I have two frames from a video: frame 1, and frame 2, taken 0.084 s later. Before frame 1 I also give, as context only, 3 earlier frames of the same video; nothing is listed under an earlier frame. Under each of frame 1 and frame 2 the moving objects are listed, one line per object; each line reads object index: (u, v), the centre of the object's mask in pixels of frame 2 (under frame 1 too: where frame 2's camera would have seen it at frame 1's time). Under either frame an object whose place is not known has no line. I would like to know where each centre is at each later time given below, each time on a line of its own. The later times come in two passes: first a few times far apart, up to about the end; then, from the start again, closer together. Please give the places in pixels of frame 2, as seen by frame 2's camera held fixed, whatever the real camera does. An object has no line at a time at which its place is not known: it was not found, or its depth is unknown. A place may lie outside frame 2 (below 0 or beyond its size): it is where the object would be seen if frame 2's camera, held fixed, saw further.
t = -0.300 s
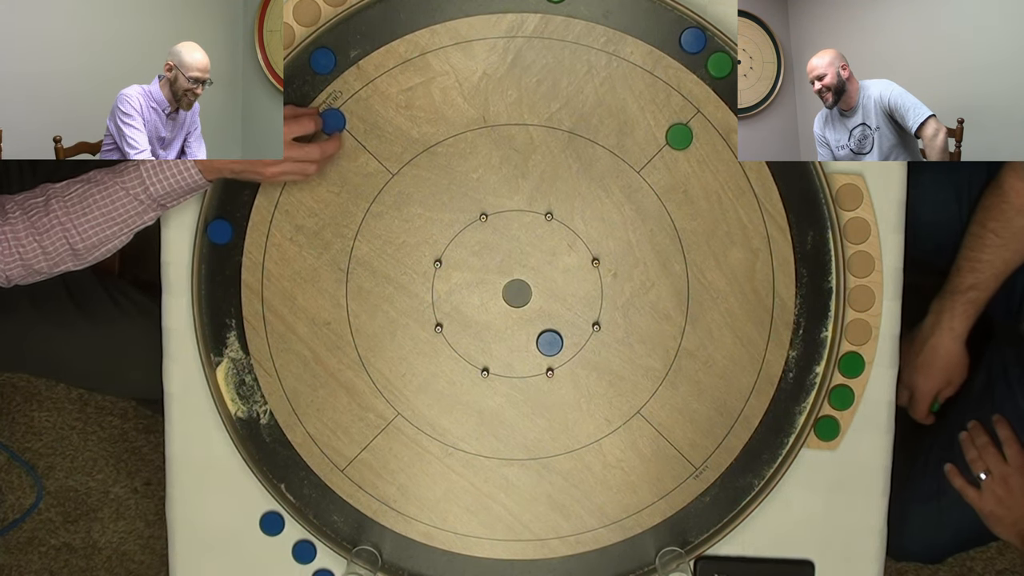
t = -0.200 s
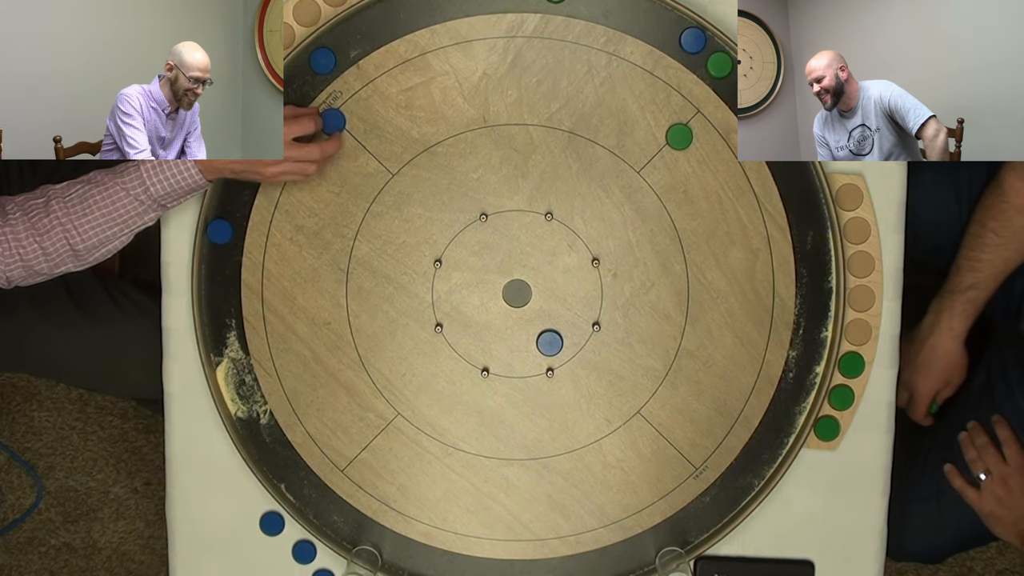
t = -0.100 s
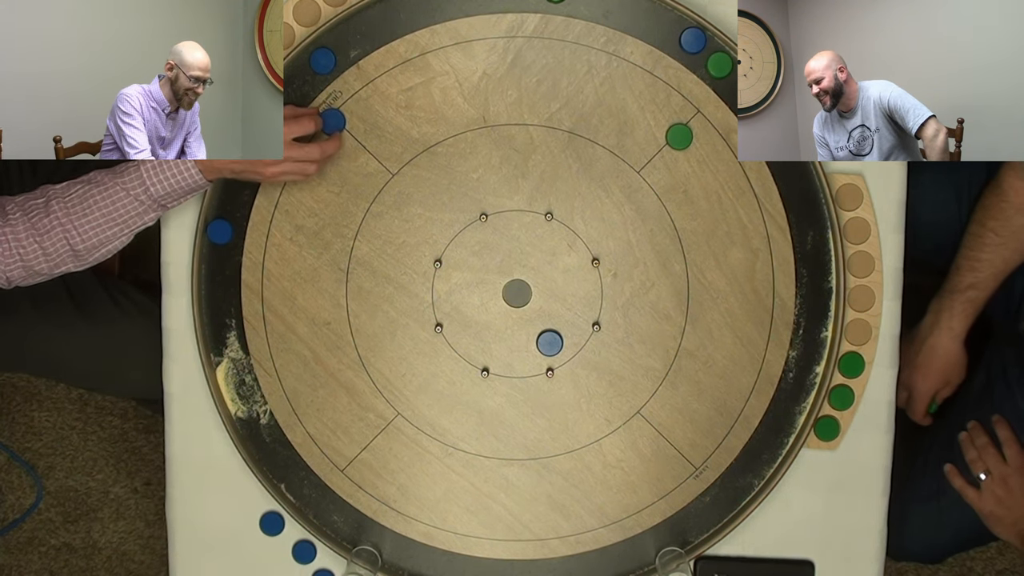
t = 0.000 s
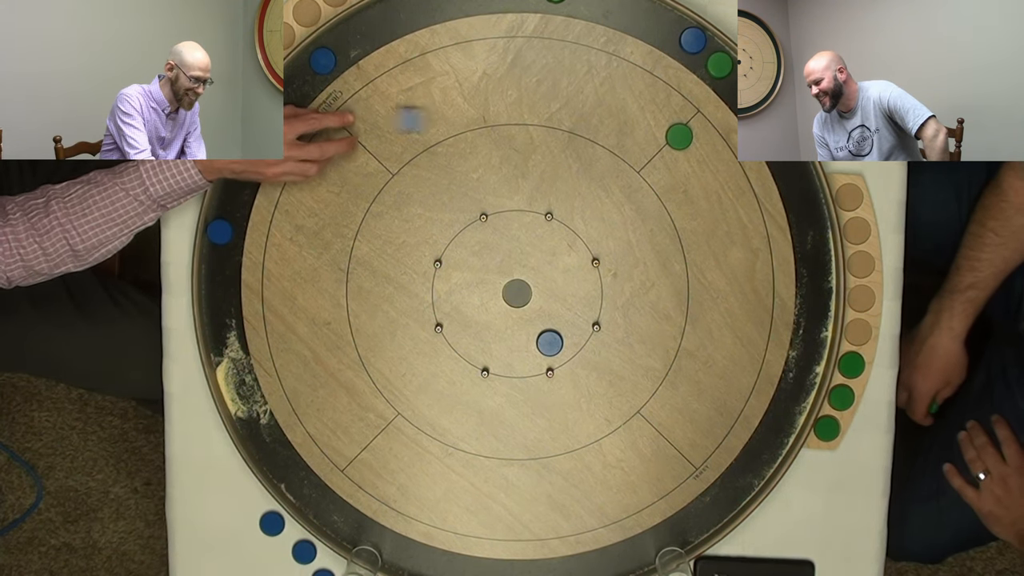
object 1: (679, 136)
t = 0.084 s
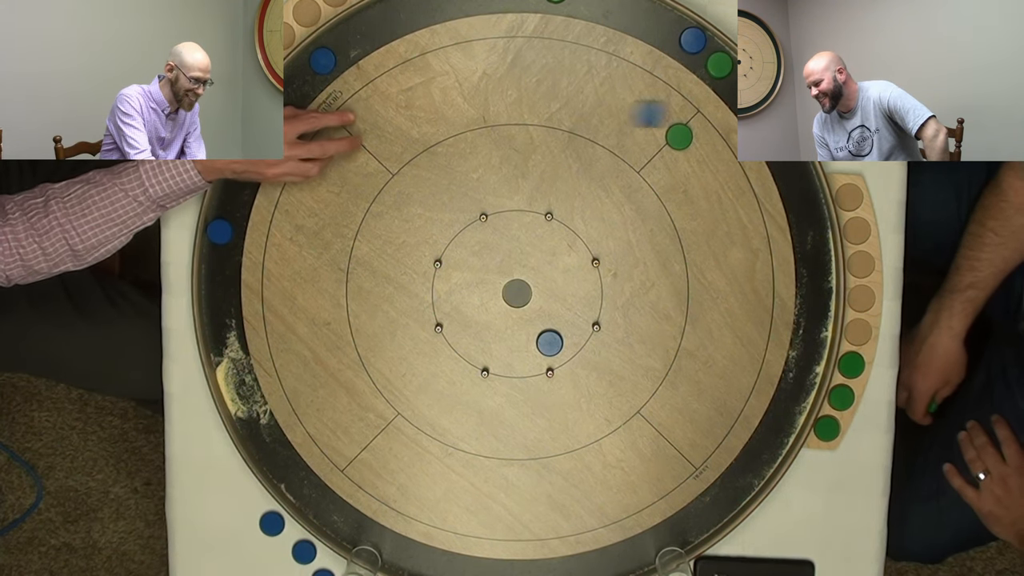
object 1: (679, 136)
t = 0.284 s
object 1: (811, 334)
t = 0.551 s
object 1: (775, 446)
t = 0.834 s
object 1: (734, 478)
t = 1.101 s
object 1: (733, 479)
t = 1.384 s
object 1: (733, 479)
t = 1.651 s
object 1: (733, 479)
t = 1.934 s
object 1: (733, 479)
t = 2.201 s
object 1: (733, 479)
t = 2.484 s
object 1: (733, 479)
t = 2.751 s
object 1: (733, 479)
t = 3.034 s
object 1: (733, 479)
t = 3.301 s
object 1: (733, 479)
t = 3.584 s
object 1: (733, 479)
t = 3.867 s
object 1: (733, 479)
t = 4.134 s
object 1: (733, 479)
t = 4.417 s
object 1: (733, 479)
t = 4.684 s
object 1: (733, 479)
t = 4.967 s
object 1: (733, 479)
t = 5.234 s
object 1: (733, 479)
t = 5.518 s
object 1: (733, 479)
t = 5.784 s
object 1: (733, 479)
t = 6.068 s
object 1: (733, 479)
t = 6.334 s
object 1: (733, 479)
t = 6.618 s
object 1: (733, 479)
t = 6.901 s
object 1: (733, 479)
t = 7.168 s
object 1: (733, 479)
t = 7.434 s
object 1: (733, 479)
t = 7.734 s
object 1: (733, 479)
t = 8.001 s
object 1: (733, 479)
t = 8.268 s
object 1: (733, 479)
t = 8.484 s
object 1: (733, 479)
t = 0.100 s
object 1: (691, 150)
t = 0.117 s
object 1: (705, 168)
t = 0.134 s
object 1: (720, 187)
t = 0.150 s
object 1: (734, 205)
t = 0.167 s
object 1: (748, 223)
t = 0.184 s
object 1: (762, 241)
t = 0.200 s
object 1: (776, 258)
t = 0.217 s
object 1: (788, 275)
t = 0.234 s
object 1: (801, 292)
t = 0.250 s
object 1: (813, 308)
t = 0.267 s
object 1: (819, 322)
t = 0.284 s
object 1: (811, 334)
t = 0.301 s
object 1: (803, 346)
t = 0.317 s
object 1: (803, 357)
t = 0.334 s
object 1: (805, 367)
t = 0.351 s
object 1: (807, 378)
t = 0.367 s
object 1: (803, 384)
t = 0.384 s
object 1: (797, 391)
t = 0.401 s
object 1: (791, 396)
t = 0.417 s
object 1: (785, 402)
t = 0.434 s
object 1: (781, 408)
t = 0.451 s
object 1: (780, 413)
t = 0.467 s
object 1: (780, 419)
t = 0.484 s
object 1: (779, 425)
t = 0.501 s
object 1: (778, 430)
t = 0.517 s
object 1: (777, 436)
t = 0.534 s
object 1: (776, 441)
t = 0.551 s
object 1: (775, 446)
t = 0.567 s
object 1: (772, 450)
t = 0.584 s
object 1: (768, 452)
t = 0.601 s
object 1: (765, 455)
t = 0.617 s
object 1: (761, 458)
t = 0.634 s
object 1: (758, 461)
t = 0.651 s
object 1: (755, 463)
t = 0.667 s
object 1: (752, 465)
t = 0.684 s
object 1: (749, 467)
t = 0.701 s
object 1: (747, 469)
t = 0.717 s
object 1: (744, 471)
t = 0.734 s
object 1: (742, 473)
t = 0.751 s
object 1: (740, 474)
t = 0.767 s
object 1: (738, 475)
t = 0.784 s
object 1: (737, 476)
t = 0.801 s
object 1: (736, 477)
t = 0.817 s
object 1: (735, 478)
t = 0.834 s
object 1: (734, 478)
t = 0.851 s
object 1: (733, 479)
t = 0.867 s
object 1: (733, 479)
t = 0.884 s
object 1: (733, 479)
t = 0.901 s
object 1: (733, 479)
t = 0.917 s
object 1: (733, 479)
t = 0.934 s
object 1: (733, 479)
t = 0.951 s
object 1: (733, 479)
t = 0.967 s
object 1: (733, 479)
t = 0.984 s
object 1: (733, 479)
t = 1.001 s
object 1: (733, 479)
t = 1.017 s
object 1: (733, 479)
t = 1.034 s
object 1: (733, 479)
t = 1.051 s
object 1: (733, 479)
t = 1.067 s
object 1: (733, 479)
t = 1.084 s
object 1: (733, 479)
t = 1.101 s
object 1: (733, 479)
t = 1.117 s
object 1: (733, 479)
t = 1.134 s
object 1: (733, 479)
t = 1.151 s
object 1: (733, 479)
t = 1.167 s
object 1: (733, 479)
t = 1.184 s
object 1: (733, 479)
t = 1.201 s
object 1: (733, 479)
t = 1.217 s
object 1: (733, 479)
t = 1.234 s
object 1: (733, 479)
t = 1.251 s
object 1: (733, 479)
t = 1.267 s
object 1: (733, 479)
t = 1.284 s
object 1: (733, 479)
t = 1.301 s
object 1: (733, 479)
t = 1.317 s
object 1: (733, 479)
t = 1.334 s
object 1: (733, 479)
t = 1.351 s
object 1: (733, 479)
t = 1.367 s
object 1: (733, 479)
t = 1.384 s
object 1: (733, 479)
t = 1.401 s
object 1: (733, 479)
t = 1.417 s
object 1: (733, 479)
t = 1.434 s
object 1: (733, 479)
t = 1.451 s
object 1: (733, 479)
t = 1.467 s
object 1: (733, 479)
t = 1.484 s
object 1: (733, 479)
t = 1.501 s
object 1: (733, 479)
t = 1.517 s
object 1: (733, 479)
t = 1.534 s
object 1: (733, 479)
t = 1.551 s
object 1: (733, 479)
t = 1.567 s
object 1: (733, 479)
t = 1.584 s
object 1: (733, 479)
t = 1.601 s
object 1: (733, 479)
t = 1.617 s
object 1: (733, 479)
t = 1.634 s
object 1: (733, 479)
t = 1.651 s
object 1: (733, 479)
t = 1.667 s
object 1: (733, 479)
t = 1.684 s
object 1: (733, 479)
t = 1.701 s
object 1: (733, 479)
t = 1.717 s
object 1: (733, 479)
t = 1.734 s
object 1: (733, 479)
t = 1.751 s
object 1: (733, 479)
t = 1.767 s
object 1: (733, 479)
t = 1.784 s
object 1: (733, 479)
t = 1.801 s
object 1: (733, 479)
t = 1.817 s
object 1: (733, 479)
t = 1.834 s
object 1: (733, 479)
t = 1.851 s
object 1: (733, 479)
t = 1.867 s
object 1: (733, 479)
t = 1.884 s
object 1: (733, 479)
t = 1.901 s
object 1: (733, 479)
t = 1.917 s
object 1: (733, 479)
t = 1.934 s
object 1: (733, 479)
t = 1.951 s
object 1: (733, 479)
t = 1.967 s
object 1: (733, 479)
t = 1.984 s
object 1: (733, 479)
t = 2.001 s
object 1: (733, 479)
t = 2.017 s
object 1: (733, 479)
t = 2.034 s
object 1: (733, 479)
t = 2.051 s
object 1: (733, 479)
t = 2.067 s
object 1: (733, 479)
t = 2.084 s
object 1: (733, 479)
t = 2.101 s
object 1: (733, 479)
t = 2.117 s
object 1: (733, 479)
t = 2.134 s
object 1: (733, 479)
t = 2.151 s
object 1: (733, 479)
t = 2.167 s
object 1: (733, 479)
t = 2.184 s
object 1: (733, 479)
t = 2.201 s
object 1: (733, 479)
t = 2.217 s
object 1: (733, 479)
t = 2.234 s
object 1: (733, 479)
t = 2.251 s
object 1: (733, 479)
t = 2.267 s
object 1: (733, 479)
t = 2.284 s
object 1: (733, 479)
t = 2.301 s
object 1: (733, 479)
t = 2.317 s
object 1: (733, 479)
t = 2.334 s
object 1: (733, 479)
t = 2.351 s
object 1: (733, 479)
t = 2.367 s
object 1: (733, 479)
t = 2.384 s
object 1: (733, 479)
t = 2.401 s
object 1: (733, 479)
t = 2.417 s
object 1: (733, 479)
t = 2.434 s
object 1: (733, 479)
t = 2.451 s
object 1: (733, 479)
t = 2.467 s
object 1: (733, 479)
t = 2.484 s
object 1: (733, 479)
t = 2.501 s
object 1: (733, 479)
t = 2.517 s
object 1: (733, 479)
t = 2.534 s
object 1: (733, 479)
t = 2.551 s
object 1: (733, 479)
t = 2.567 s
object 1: (733, 479)
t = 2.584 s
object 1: (733, 479)
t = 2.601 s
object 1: (733, 479)
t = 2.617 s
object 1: (733, 479)
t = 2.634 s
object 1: (733, 479)
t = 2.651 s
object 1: (733, 479)
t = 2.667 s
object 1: (733, 479)
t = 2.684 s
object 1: (733, 479)
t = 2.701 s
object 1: (733, 479)
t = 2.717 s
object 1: (733, 479)
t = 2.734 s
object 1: (733, 479)
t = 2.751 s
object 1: (733, 479)
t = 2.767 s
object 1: (733, 479)
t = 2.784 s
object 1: (733, 479)
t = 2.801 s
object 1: (733, 479)
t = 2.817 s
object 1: (733, 479)
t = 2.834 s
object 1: (733, 479)
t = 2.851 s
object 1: (733, 479)
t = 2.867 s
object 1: (733, 479)
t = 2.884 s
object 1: (733, 479)
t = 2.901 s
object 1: (733, 479)
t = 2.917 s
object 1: (733, 479)
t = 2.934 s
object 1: (733, 479)
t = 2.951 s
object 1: (733, 479)
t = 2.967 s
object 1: (733, 479)
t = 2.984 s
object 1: (733, 479)
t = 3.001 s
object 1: (733, 479)
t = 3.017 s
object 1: (733, 479)
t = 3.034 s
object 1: (733, 479)
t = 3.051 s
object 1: (733, 479)
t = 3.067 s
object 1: (733, 479)
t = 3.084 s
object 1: (733, 479)
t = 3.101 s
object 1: (733, 479)
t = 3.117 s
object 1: (733, 479)
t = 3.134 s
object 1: (733, 479)
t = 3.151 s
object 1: (733, 479)
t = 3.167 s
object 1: (733, 479)
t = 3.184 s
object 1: (733, 479)
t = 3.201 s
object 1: (733, 479)
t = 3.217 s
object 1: (733, 479)
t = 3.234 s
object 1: (733, 479)
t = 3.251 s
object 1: (733, 479)
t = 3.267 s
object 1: (733, 479)
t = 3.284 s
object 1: (733, 479)
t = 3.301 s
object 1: (733, 479)
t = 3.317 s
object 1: (733, 479)
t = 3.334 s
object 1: (733, 479)
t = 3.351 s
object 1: (733, 479)
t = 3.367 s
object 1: (733, 479)
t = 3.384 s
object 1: (733, 479)
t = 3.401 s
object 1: (733, 479)
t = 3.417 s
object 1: (733, 479)
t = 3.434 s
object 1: (733, 479)
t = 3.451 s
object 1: (733, 479)
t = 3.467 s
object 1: (733, 479)
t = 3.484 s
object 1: (733, 479)
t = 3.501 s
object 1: (733, 479)
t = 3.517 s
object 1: (733, 479)
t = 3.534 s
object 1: (733, 479)
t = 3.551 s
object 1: (733, 479)
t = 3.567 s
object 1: (733, 479)
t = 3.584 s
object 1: (733, 479)
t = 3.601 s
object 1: (733, 479)
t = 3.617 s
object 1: (733, 479)
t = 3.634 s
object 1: (733, 479)
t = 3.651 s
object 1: (733, 479)
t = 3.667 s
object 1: (733, 479)
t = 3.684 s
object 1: (733, 479)
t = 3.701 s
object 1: (733, 479)
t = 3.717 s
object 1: (733, 479)
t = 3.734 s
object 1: (733, 479)
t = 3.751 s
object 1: (733, 479)
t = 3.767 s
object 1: (733, 479)
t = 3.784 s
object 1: (733, 479)
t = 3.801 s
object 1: (733, 479)
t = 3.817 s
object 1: (733, 479)
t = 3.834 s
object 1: (733, 479)
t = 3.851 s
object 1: (733, 479)
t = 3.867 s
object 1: (733, 479)
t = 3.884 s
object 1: (733, 479)
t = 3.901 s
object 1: (733, 479)
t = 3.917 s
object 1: (733, 479)
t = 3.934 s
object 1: (733, 479)
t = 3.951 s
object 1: (733, 479)
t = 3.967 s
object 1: (733, 479)
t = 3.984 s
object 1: (733, 479)
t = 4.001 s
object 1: (733, 479)
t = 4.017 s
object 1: (733, 479)
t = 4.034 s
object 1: (733, 479)
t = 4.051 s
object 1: (733, 479)
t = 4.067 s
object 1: (733, 479)
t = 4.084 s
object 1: (733, 479)
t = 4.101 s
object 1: (733, 479)
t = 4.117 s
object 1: (733, 479)
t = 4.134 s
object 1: (733, 479)
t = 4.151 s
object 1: (733, 479)
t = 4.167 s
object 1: (733, 479)
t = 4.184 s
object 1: (733, 479)
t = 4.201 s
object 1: (733, 479)
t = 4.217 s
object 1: (733, 479)
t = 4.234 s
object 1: (733, 479)
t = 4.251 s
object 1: (733, 479)
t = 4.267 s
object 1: (733, 479)
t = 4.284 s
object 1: (733, 479)
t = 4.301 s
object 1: (733, 479)
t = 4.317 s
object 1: (733, 479)
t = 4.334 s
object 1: (733, 479)
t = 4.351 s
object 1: (733, 479)
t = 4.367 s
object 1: (733, 479)
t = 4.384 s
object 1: (733, 479)
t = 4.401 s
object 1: (733, 479)
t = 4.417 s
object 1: (733, 479)
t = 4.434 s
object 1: (733, 479)
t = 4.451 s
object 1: (733, 479)
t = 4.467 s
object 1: (733, 479)
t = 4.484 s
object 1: (733, 479)
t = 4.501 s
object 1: (733, 479)
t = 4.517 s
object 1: (733, 479)
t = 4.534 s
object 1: (733, 479)
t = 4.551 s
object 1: (733, 479)
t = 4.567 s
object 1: (733, 479)
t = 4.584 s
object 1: (733, 479)
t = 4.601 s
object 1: (733, 479)
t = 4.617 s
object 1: (733, 479)
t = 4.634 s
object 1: (733, 479)
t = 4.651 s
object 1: (733, 479)
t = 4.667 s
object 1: (733, 479)
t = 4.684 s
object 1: (733, 479)
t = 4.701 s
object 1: (733, 479)
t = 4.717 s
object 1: (733, 479)
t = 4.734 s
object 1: (733, 479)
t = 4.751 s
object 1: (733, 479)
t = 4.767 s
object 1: (733, 479)
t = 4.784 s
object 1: (733, 479)
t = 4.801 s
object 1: (733, 479)
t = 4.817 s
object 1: (733, 479)
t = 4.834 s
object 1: (733, 479)
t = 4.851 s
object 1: (733, 479)
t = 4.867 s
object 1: (733, 479)
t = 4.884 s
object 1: (733, 479)
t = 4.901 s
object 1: (733, 479)
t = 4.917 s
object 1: (733, 479)
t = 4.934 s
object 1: (733, 479)
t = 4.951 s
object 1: (733, 479)
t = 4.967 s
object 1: (733, 479)
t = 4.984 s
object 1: (733, 479)
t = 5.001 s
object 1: (733, 479)
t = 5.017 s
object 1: (733, 479)
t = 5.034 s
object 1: (733, 479)
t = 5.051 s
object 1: (733, 479)
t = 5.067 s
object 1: (733, 479)
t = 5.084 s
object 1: (733, 479)
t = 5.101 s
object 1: (733, 479)
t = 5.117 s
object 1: (733, 479)
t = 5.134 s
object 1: (733, 479)
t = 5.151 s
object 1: (733, 479)
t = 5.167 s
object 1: (733, 479)
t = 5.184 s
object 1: (733, 479)
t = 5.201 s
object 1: (733, 479)
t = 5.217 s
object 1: (733, 479)
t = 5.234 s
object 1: (733, 479)
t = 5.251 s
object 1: (733, 479)
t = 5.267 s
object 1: (733, 479)
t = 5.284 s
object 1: (733, 479)
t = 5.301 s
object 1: (733, 479)
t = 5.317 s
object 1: (733, 479)
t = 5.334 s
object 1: (733, 479)
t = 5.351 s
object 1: (733, 479)
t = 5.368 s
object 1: (733, 479)
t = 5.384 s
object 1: (733, 479)
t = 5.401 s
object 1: (733, 479)
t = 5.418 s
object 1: (733, 479)
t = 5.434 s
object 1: (733, 479)
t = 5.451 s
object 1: (733, 479)
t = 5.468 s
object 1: (733, 479)
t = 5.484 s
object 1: (733, 479)
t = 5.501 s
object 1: (733, 479)
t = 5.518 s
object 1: (733, 479)
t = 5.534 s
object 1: (733, 479)
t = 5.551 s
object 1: (733, 479)
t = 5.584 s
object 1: (733, 479)
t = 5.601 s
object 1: (733, 479)
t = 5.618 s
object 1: (733, 479)
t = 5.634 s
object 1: (733, 479)
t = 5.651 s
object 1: (733, 479)
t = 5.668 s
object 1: (733, 479)
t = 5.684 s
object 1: (733, 479)
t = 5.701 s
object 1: (733, 479)
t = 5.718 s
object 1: (733, 479)
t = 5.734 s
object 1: (733, 479)
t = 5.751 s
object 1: (733, 479)
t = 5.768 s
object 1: (733, 479)
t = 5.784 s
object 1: (733, 479)
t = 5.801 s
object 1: (733, 479)
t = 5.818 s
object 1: (733, 479)
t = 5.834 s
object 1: (733, 479)
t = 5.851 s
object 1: (733, 479)
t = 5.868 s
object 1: (733, 479)
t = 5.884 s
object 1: (733, 479)
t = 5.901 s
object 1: (733, 479)
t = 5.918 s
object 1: (733, 479)
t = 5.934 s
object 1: (733, 479)
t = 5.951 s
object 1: (733, 479)
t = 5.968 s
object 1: (733, 479)
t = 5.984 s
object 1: (733, 479)
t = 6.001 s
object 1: (733, 479)
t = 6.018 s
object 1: (733, 479)
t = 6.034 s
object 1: (733, 479)
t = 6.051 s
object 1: (733, 479)
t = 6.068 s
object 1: (733, 479)
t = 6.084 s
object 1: (733, 479)
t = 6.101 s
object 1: (733, 479)
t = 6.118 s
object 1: (733, 479)
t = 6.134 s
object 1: (733, 479)
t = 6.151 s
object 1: (733, 479)
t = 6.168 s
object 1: (733, 479)
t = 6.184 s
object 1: (733, 479)
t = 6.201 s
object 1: (733, 479)
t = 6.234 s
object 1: (733, 479)
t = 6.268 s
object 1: (733, 479)
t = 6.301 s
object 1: (733, 479)
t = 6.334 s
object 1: (733, 479)
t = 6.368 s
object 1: (733, 479)
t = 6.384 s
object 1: (733, 479)
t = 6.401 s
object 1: (733, 479)
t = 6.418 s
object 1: (733, 479)
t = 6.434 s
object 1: (733, 479)
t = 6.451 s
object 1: (733, 479)
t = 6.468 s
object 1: (733, 479)
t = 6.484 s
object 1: (733, 479)
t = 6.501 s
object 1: (733, 479)
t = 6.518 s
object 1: (733, 479)
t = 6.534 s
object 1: (733, 479)
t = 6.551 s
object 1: (733, 479)
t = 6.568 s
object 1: (733, 479)
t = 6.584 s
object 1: (733, 479)
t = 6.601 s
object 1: (733, 479)
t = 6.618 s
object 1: (733, 479)
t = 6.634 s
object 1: (733, 479)
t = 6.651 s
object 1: (733, 479)
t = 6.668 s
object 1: (733, 479)
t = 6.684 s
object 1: (733, 479)
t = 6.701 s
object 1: (733, 479)
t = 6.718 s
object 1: (733, 479)
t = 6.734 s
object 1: (733, 479)
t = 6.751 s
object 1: (733, 479)
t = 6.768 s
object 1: (733, 479)
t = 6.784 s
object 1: (733, 479)
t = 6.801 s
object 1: (733, 479)
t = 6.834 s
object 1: (733, 479)
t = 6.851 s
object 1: (733, 479)
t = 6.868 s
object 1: (733, 479)
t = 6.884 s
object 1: (733, 479)
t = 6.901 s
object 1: (733, 479)
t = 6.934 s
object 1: (733, 479)
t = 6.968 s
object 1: (733, 479)
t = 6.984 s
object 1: (733, 479)
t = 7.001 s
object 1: (733, 479)
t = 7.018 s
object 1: (733, 479)
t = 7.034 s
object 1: (733, 479)
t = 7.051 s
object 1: (733, 479)
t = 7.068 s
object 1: (733, 479)
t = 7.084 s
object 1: (733, 479)
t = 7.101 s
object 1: (733, 479)
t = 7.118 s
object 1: (733, 479)
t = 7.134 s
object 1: (733, 479)
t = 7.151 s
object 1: (733, 479)
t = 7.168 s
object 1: (733, 479)
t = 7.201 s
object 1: (733, 479)
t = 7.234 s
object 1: (733, 479)
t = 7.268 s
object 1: (733, 479)
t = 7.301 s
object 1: (733, 479)
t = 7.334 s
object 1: (733, 479)
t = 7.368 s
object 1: (733, 479)
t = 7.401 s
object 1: (733, 479)
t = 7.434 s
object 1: (733, 479)
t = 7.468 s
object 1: (733, 479)
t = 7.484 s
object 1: (733, 479)
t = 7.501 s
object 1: (733, 479)
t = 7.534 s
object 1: (733, 479)
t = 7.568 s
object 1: (733, 479)
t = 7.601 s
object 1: (733, 479)
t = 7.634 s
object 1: (733, 479)
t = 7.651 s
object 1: (733, 479)
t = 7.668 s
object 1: (733, 479)
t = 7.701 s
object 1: (733, 479)
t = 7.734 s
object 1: (733, 479)
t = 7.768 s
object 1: (733, 479)
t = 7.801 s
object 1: (733, 479)
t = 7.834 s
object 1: (733, 479)
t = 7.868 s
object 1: (733, 479)
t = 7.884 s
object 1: (733, 479)
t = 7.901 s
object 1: (733, 479)
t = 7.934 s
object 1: (733, 479)
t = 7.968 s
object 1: (733, 479)
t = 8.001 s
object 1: (733, 479)
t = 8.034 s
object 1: (733, 479)
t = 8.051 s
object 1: (733, 479)
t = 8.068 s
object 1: (733, 479)
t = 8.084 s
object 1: (733, 479)
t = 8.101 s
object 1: (733, 479)
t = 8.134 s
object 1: (733, 479)
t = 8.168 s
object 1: (733, 479)
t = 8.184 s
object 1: (733, 479)
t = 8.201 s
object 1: (733, 479)
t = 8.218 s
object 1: (733, 479)
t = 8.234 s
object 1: (733, 479)
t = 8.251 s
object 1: (733, 479)
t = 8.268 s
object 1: (733, 479)
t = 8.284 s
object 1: (733, 479)
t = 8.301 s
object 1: (733, 479)
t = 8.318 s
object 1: (733, 479)
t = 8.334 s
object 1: (733, 479)
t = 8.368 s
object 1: (733, 479)
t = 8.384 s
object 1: (733, 479)
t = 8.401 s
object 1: (733, 479)
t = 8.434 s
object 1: (733, 479)
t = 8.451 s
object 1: (733, 479)
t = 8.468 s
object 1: (733, 479)
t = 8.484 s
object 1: (733, 479)
